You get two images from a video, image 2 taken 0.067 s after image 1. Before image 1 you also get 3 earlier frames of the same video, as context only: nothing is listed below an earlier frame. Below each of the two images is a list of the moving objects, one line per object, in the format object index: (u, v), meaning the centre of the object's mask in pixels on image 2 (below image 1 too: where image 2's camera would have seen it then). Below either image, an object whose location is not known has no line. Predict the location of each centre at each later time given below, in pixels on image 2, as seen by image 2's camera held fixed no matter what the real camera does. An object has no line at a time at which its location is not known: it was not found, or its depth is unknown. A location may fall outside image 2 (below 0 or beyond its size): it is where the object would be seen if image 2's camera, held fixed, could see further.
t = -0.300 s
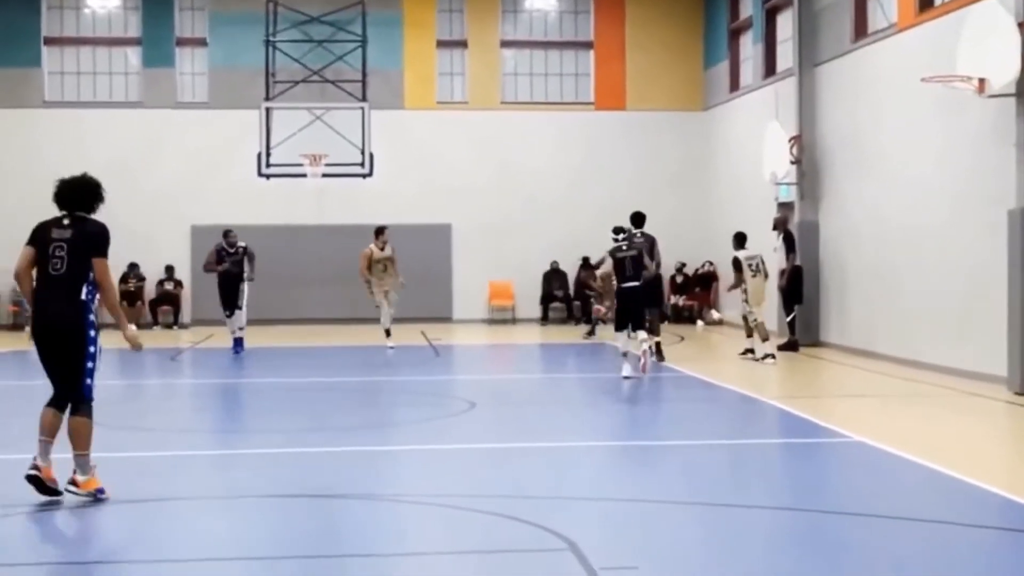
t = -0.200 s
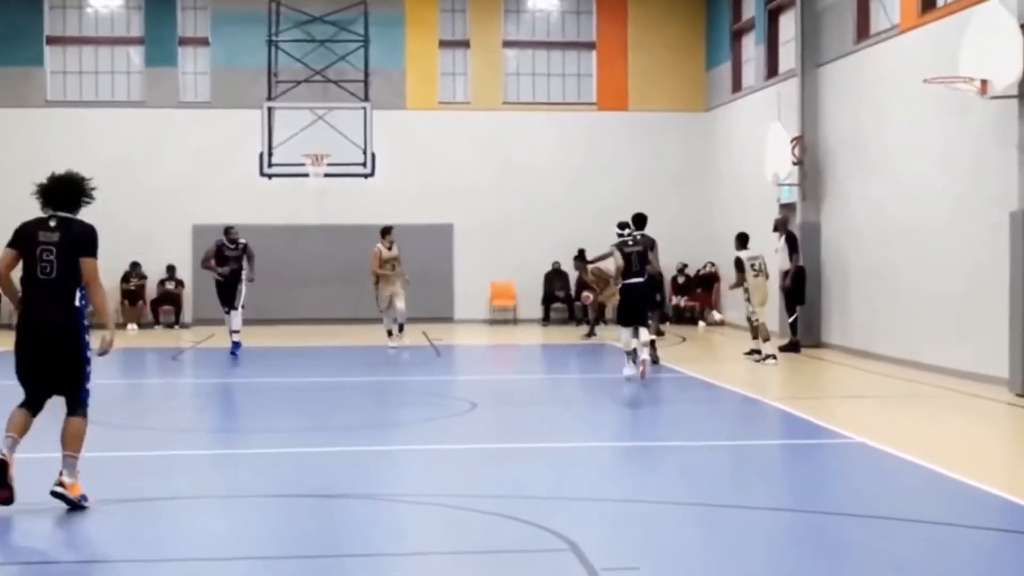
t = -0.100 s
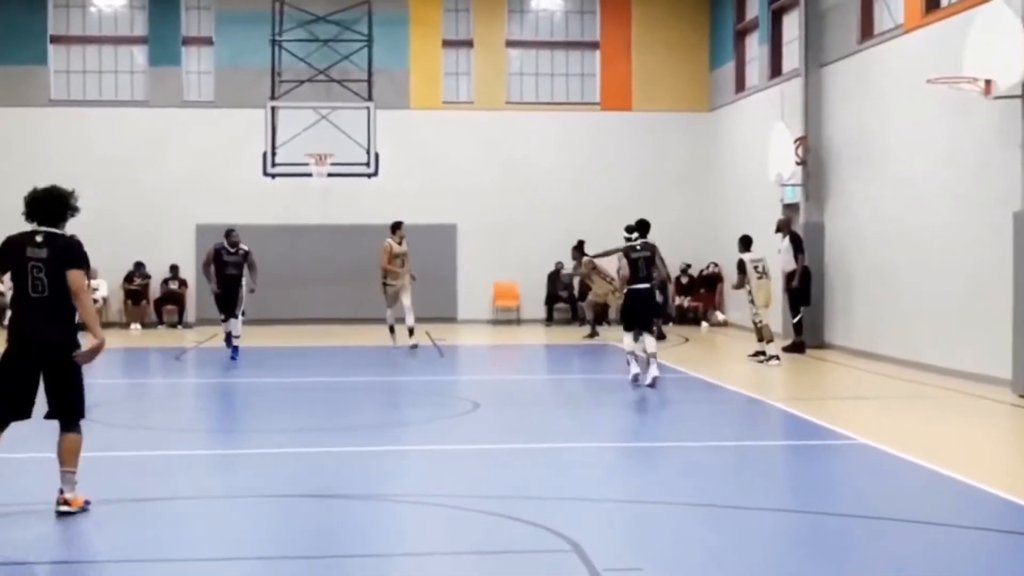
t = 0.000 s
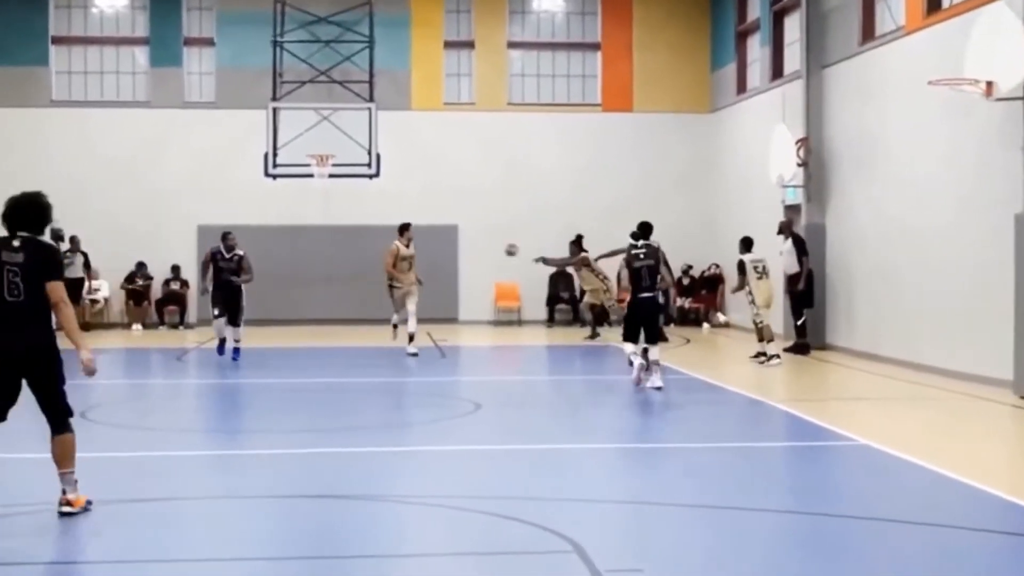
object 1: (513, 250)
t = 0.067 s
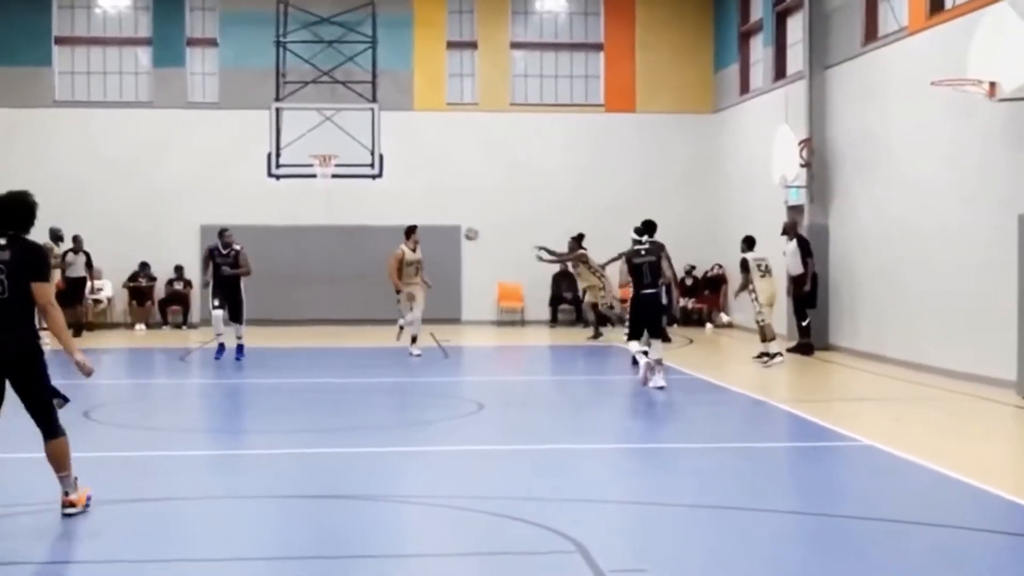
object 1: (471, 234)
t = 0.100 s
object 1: (451, 227)
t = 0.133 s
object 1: (428, 220)
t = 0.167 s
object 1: (406, 214)
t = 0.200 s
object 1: (386, 210)
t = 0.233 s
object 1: (365, 204)
